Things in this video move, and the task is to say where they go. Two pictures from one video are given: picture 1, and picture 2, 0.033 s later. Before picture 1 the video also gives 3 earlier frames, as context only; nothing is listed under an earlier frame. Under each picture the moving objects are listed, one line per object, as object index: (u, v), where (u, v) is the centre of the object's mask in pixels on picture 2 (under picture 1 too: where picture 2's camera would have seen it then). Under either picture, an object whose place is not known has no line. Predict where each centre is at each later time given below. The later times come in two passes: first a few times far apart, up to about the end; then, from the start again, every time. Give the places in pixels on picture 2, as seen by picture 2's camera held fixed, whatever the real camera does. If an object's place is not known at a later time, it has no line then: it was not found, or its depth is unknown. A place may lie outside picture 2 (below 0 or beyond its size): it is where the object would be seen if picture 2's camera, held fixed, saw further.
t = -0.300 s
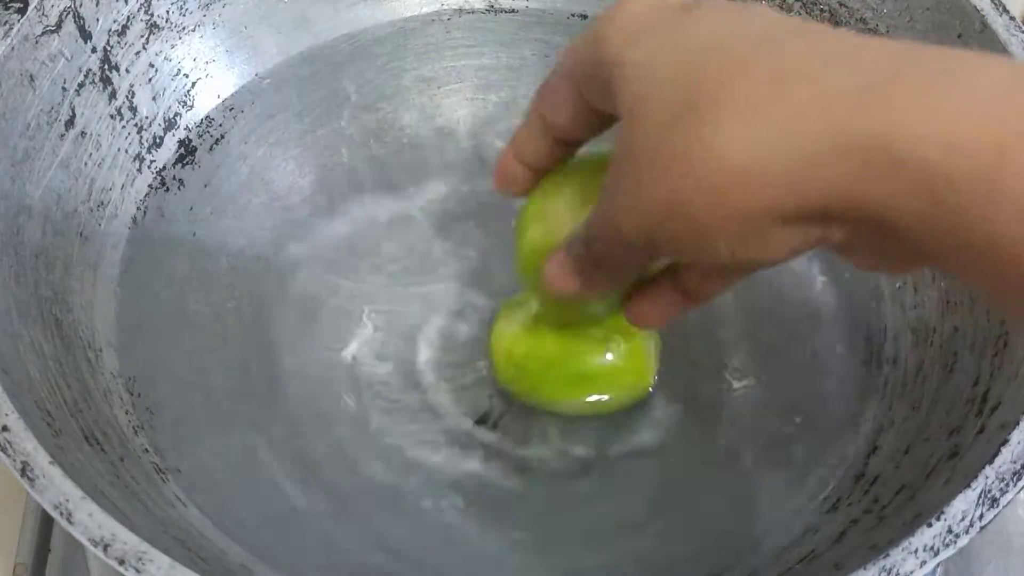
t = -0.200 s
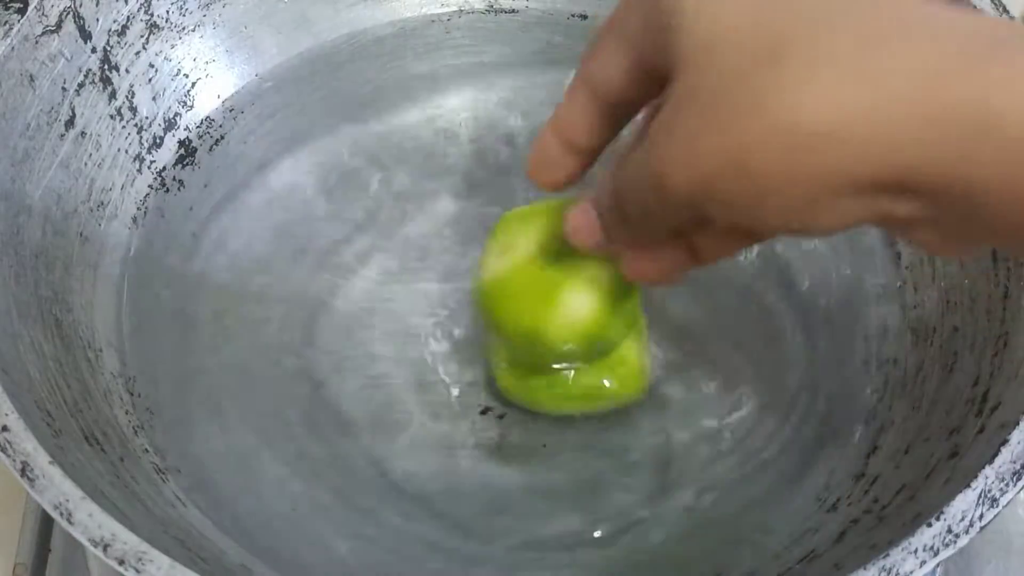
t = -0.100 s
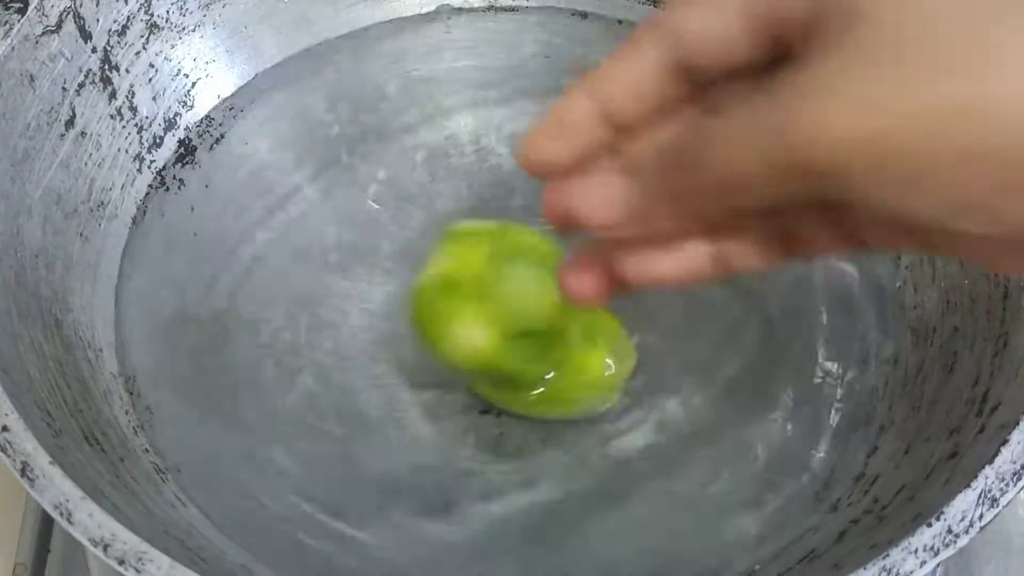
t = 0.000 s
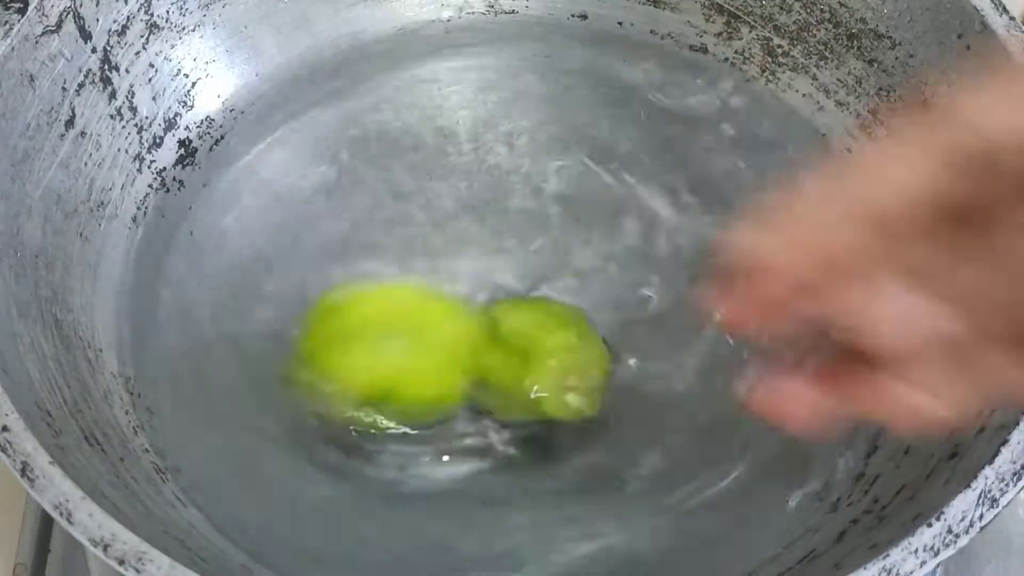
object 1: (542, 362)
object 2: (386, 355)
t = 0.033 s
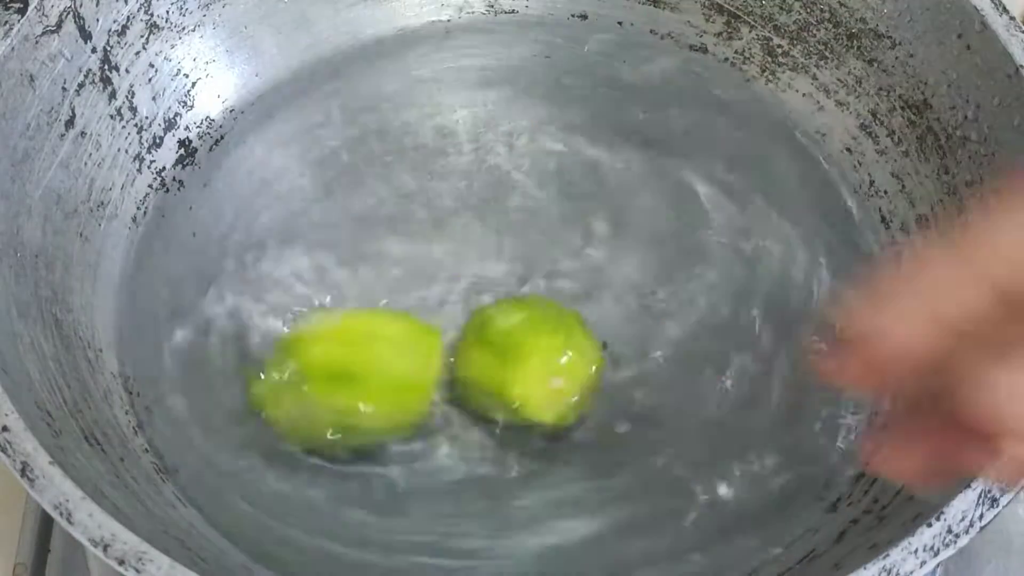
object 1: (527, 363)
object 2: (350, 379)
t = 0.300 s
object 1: (514, 403)
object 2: (382, 309)
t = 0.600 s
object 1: (498, 421)
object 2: (403, 287)
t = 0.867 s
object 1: (521, 414)
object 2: (417, 274)
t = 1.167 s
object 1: (543, 383)
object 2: (453, 257)
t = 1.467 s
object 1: (496, 383)
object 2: (482, 256)
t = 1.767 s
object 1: (488, 382)
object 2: (516, 249)
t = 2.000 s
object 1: (488, 389)
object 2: (521, 245)
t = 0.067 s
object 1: (519, 368)
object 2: (354, 360)
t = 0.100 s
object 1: (513, 371)
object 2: (358, 344)
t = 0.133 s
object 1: (512, 377)
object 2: (359, 333)
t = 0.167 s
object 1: (513, 383)
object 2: (359, 331)
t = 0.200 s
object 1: (511, 390)
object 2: (360, 333)
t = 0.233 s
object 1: (508, 392)
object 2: (368, 323)
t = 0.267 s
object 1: (510, 397)
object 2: (374, 317)
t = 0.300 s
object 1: (514, 403)
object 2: (382, 309)
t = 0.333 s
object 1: (515, 408)
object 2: (388, 308)
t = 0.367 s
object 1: (513, 412)
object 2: (394, 304)
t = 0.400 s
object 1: (511, 415)
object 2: (400, 299)
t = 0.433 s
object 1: (509, 415)
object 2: (403, 295)
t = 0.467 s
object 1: (507, 418)
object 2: (404, 295)
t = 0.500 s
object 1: (503, 421)
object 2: (404, 293)
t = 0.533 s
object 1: (498, 426)
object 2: (403, 291)
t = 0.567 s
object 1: (497, 423)
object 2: (402, 291)
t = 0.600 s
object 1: (498, 421)
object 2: (403, 287)
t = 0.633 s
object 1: (500, 421)
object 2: (405, 285)
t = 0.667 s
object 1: (503, 420)
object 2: (406, 283)
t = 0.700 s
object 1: (504, 421)
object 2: (408, 280)
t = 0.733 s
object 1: (506, 421)
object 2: (406, 278)
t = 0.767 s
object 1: (510, 420)
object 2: (407, 279)
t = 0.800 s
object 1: (513, 419)
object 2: (409, 279)
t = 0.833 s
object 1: (517, 417)
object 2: (412, 276)
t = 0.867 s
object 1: (521, 414)
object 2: (417, 274)
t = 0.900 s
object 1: (525, 410)
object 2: (423, 273)
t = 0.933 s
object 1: (530, 405)
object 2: (428, 272)
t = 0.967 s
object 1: (535, 401)
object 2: (434, 269)
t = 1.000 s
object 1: (540, 397)
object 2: (439, 266)
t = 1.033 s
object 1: (543, 393)
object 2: (442, 263)
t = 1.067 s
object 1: (542, 390)
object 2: (445, 261)
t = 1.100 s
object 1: (543, 388)
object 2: (448, 260)
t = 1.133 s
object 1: (543, 385)
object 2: (451, 258)
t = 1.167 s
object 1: (543, 383)
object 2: (453, 257)
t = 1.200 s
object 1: (541, 382)
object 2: (456, 256)
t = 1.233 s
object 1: (538, 381)
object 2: (459, 254)
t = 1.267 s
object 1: (533, 382)
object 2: (462, 254)
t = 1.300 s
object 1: (529, 383)
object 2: (465, 255)
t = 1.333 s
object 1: (524, 384)
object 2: (468, 255)
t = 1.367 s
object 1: (516, 385)
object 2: (472, 256)
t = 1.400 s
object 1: (509, 384)
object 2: (476, 255)
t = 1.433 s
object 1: (503, 383)
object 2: (480, 255)
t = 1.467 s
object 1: (496, 383)
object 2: (482, 256)
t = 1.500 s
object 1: (492, 384)
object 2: (483, 255)
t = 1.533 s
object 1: (488, 385)
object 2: (485, 256)
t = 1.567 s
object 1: (485, 384)
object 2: (493, 256)
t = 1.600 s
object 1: (484, 382)
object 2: (498, 254)
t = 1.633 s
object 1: (484, 381)
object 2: (503, 254)
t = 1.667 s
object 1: (485, 381)
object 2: (506, 252)
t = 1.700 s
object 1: (486, 380)
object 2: (510, 250)
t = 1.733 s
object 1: (487, 381)
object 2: (514, 249)
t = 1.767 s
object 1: (488, 382)
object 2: (516, 249)
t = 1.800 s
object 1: (489, 382)
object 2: (519, 248)
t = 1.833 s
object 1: (488, 382)
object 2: (521, 248)
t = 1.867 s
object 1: (488, 383)
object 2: (523, 247)
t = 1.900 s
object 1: (489, 383)
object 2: (525, 247)
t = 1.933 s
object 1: (489, 385)
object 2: (524, 245)
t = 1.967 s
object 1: (489, 387)
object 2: (522, 244)
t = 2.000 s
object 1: (488, 389)
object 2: (521, 245)
